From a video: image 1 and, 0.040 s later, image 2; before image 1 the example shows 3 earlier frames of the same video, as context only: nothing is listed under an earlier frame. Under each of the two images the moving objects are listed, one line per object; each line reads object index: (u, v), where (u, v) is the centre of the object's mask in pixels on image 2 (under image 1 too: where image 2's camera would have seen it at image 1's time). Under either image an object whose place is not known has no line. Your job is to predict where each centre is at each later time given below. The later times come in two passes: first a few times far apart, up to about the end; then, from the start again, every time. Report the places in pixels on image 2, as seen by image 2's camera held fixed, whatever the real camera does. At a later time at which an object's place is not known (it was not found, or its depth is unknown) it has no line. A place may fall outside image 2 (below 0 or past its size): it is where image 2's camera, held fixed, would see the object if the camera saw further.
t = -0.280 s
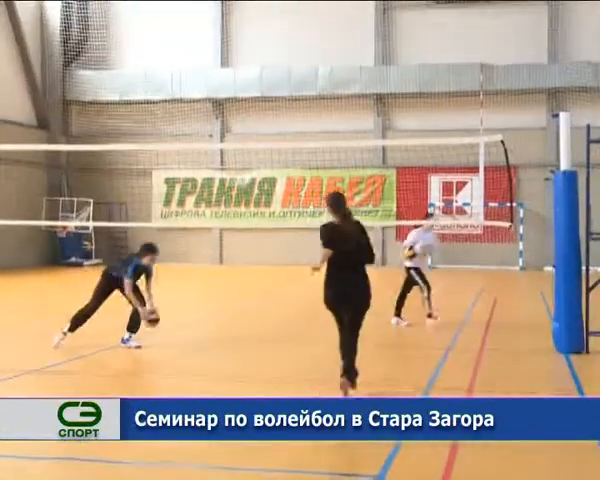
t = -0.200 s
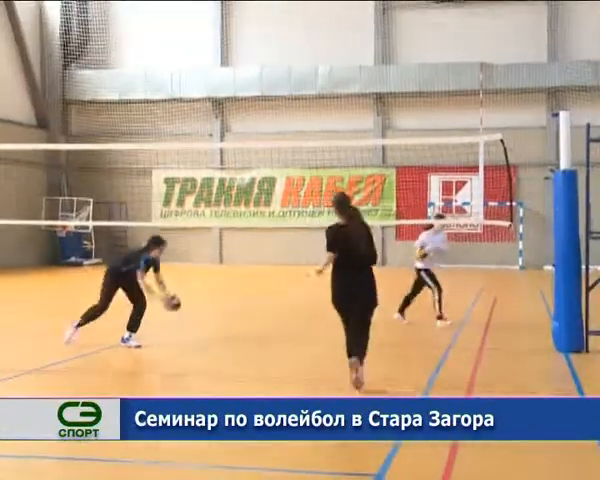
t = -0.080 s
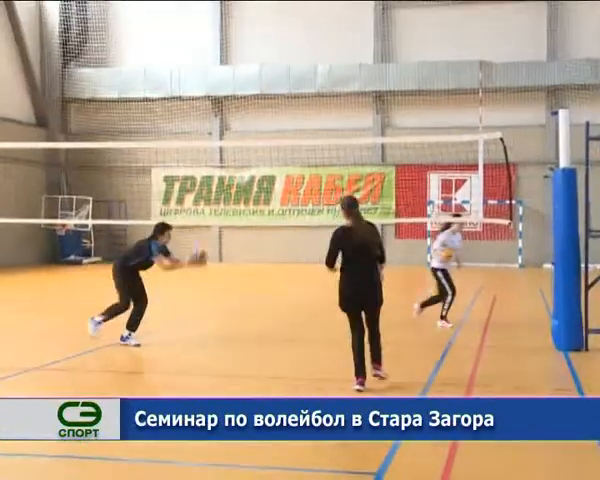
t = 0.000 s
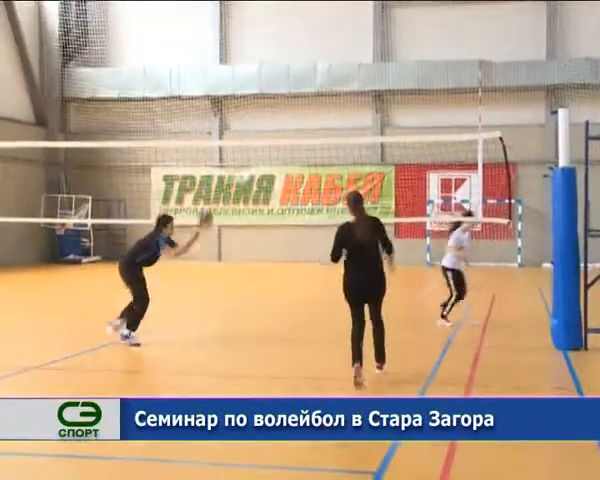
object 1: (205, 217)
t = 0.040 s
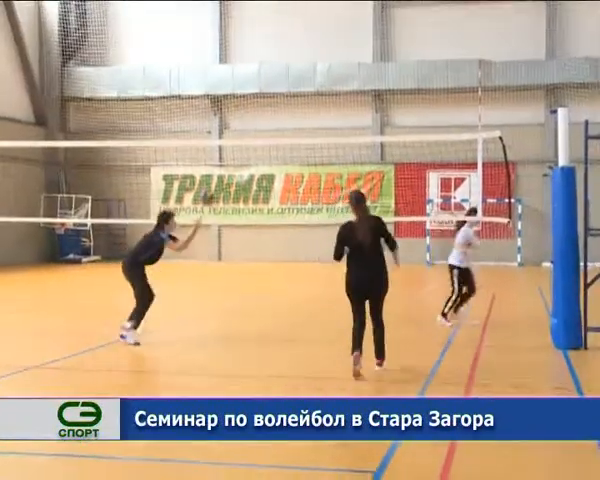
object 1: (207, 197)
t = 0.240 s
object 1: (219, 127)
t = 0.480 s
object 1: (230, 88)
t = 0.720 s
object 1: (242, 98)
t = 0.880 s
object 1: (251, 130)
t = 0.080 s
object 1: (210, 179)
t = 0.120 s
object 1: (212, 163)
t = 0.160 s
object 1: (215, 151)
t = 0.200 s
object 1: (217, 136)
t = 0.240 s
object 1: (219, 127)
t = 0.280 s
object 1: (220, 116)
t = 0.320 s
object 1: (221, 108)
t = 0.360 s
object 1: (224, 102)
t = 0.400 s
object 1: (226, 97)
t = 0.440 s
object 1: (229, 92)
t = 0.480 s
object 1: (230, 88)
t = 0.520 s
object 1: (232, 86)
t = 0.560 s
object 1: (235, 87)
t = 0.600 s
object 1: (235, 86)
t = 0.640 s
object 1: (238, 89)
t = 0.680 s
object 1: (241, 93)
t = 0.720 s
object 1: (242, 98)
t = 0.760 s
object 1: (243, 104)
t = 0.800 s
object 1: (246, 112)
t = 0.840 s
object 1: (249, 121)
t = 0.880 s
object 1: (251, 130)
